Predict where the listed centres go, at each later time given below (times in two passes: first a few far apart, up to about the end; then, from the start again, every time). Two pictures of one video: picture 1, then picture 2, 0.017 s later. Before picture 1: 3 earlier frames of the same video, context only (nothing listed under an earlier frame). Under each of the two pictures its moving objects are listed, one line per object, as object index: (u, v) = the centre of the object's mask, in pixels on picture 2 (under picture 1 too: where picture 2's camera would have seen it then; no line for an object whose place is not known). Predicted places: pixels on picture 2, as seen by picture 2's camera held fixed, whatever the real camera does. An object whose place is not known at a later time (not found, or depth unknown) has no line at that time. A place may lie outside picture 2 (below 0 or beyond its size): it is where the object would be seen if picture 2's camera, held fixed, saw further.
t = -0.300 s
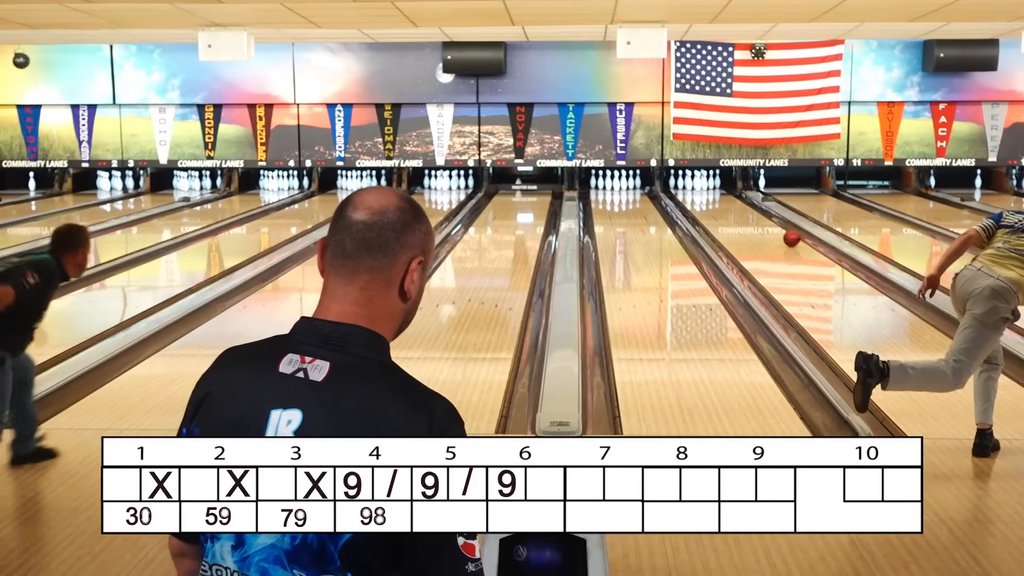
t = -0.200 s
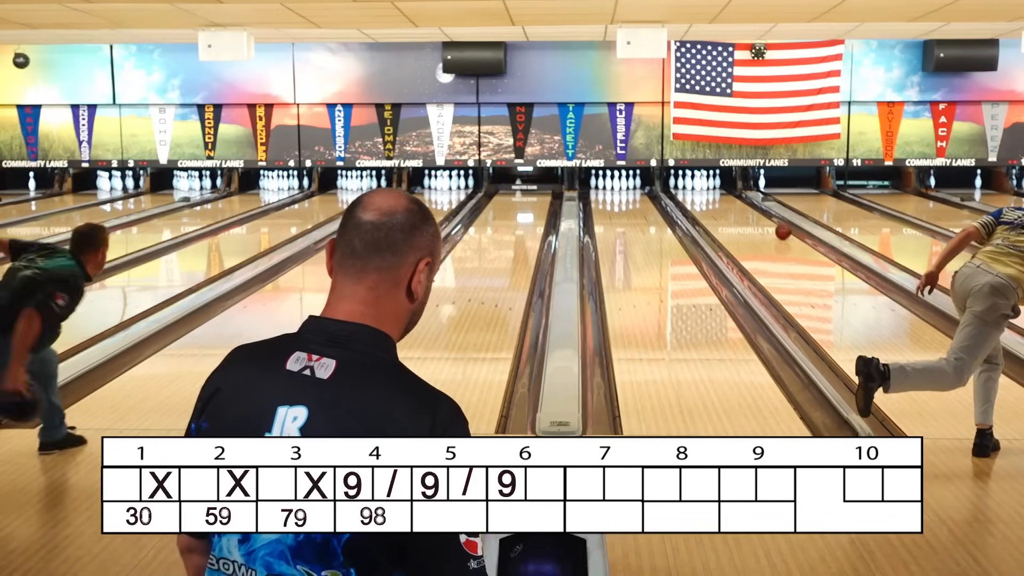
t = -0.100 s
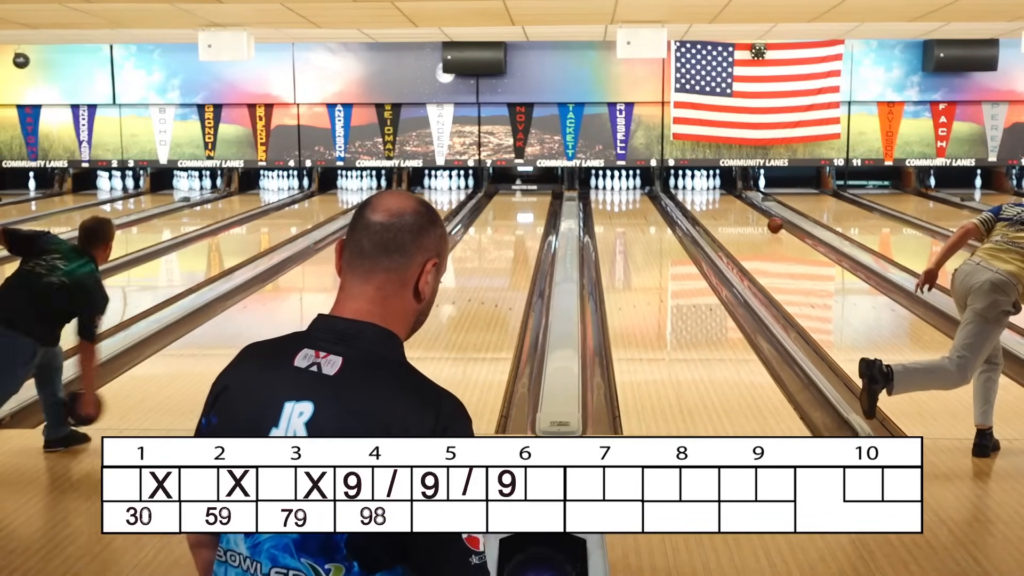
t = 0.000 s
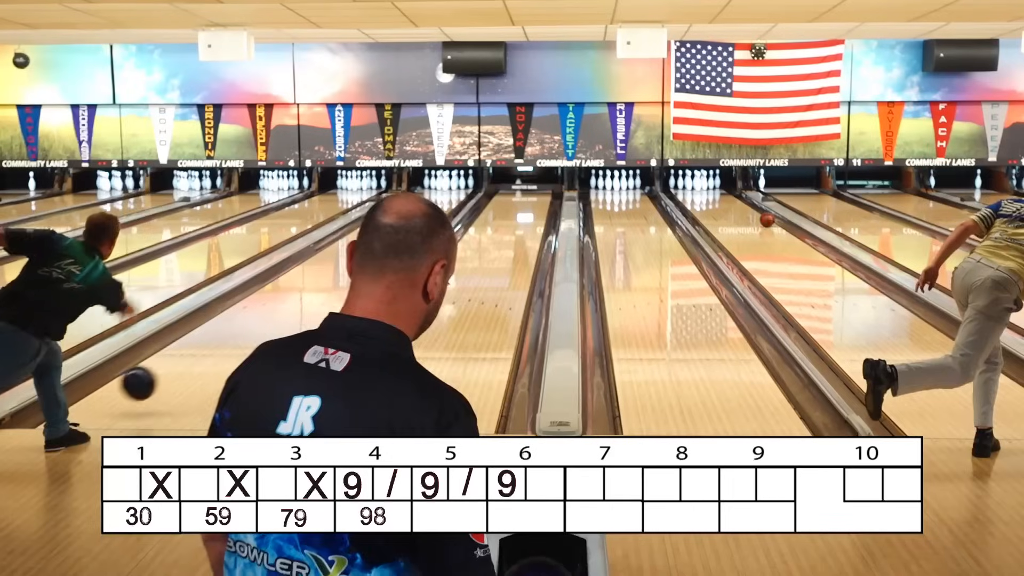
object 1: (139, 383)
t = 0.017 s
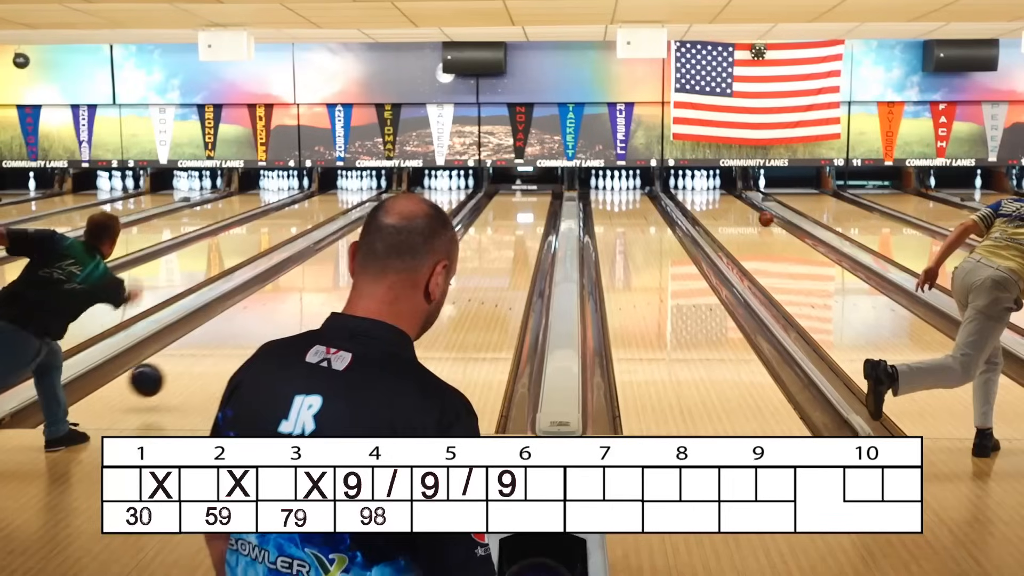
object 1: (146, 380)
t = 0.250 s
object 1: (237, 338)
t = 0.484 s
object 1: (298, 300)
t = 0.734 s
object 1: (345, 271)
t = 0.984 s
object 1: (379, 249)
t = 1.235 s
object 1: (405, 232)
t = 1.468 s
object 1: (424, 220)
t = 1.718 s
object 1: (437, 208)
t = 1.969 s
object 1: (444, 200)
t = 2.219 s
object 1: (446, 193)
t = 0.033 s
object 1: (155, 377)
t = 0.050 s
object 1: (162, 375)
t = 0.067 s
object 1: (169, 373)
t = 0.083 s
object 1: (177, 372)
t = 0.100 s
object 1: (184, 370)
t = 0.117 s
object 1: (190, 365)
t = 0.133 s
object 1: (197, 361)
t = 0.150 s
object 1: (203, 358)
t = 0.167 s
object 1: (209, 354)
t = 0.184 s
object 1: (215, 351)
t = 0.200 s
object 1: (221, 348)
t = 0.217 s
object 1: (226, 344)
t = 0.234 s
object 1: (232, 341)
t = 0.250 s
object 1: (237, 338)
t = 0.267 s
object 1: (242, 334)
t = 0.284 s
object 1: (247, 331)
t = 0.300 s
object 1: (252, 328)
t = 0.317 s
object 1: (257, 325)
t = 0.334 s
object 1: (261, 322)
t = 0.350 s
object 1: (266, 320)
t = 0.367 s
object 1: (270, 317)
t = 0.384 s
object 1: (275, 314)
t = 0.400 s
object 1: (279, 312)
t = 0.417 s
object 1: (283, 309)
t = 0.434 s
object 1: (287, 307)
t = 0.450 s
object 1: (291, 304)
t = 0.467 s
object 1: (294, 302)
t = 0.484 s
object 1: (298, 300)
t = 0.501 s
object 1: (302, 298)
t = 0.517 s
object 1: (305, 295)
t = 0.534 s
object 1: (309, 293)
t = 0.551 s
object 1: (312, 291)
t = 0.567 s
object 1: (316, 289)
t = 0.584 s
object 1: (319, 287)
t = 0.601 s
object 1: (322, 285)
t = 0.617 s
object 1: (325, 283)
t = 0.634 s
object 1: (328, 281)
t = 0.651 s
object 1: (331, 279)
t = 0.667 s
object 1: (334, 278)
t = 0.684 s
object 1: (337, 276)
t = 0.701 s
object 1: (340, 274)
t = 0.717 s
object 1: (342, 273)
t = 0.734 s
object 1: (345, 271)
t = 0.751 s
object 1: (348, 269)
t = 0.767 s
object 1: (350, 268)
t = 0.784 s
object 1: (353, 266)
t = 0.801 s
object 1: (355, 265)
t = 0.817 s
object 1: (357, 263)
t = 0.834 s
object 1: (360, 262)
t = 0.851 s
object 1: (362, 260)
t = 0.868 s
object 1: (365, 259)
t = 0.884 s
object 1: (367, 257)
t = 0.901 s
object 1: (369, 256)
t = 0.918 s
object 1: (371, 255)
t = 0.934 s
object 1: (374, 253)
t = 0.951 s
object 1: (375, 252)
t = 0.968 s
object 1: (377, 250)
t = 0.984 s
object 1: (379, 249)
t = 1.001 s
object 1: (381, 248)
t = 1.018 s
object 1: (383, 247)
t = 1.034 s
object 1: (385, 245)
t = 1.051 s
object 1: (387, 244)
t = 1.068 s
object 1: (389, 243)
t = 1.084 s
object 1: (391, 242)
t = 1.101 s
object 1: (393, 241)
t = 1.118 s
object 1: (394, 240)
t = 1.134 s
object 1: (396, 238)
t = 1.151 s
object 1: (398, 238)
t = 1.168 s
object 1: (399, 236)
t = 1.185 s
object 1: (401, 235)
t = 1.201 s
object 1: (402, 234)
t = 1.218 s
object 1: (404, 233)
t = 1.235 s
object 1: (405, 232)
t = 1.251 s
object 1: (407, 231)
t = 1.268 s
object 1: (408, 230)
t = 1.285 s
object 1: (410, 229)
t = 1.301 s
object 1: (411, 228)
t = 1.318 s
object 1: (412, 227)
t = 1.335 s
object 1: (414, 226)
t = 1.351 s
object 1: (415, 226)
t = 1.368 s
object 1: (416, 225)
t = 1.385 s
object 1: (418, 224)
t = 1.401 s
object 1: (419, 223)
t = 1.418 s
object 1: (420, 222)
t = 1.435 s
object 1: (421, 221)
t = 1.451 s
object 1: (422, 220)
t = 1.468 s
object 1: (424, 220)
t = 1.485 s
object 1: (425, 219)
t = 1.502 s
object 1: (426, 218)
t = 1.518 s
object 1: (427, 217)
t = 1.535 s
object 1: (428, 217)
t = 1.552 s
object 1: (429, 216)
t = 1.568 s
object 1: (430, 215)
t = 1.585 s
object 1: (431, 214)
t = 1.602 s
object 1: (432, 213)
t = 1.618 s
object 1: (433, 211)
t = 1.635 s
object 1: (434, 210)
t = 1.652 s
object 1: (435, 210)
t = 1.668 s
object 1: (435, 210)
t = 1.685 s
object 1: (436, 210)
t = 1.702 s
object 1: (436, 209)
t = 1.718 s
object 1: (437, 208)
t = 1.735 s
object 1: (438, 208)
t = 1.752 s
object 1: (438, 207)
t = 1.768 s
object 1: (439, 207)
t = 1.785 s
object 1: (440, 206)
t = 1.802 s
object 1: (440, 206)
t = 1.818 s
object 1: (441, 205)
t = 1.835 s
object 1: (441, 204)
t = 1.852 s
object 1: (441, 204)
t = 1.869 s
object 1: (442, 203)
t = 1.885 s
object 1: (442, 203)
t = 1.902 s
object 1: (443, 202)
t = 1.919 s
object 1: (443, 202)
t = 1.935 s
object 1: (444, 201)
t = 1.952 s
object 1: (444, 201)
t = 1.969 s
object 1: (444, 200)
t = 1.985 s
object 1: (445, 200)
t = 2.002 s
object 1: (445, 199)
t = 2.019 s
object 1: (445, 198)
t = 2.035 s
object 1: (445, 198)
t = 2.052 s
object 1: (445, 198)
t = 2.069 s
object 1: (446, 197)
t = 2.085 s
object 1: (446, 197)
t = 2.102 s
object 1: (446, 196)
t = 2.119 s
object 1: (446, 195)
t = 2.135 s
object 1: (446, 195)
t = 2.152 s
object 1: (446, 195)
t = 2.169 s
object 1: (446, 194)
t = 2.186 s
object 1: (446, 194)
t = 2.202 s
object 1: (446, 193)
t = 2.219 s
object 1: (446, 193)
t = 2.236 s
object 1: (446, 193)
